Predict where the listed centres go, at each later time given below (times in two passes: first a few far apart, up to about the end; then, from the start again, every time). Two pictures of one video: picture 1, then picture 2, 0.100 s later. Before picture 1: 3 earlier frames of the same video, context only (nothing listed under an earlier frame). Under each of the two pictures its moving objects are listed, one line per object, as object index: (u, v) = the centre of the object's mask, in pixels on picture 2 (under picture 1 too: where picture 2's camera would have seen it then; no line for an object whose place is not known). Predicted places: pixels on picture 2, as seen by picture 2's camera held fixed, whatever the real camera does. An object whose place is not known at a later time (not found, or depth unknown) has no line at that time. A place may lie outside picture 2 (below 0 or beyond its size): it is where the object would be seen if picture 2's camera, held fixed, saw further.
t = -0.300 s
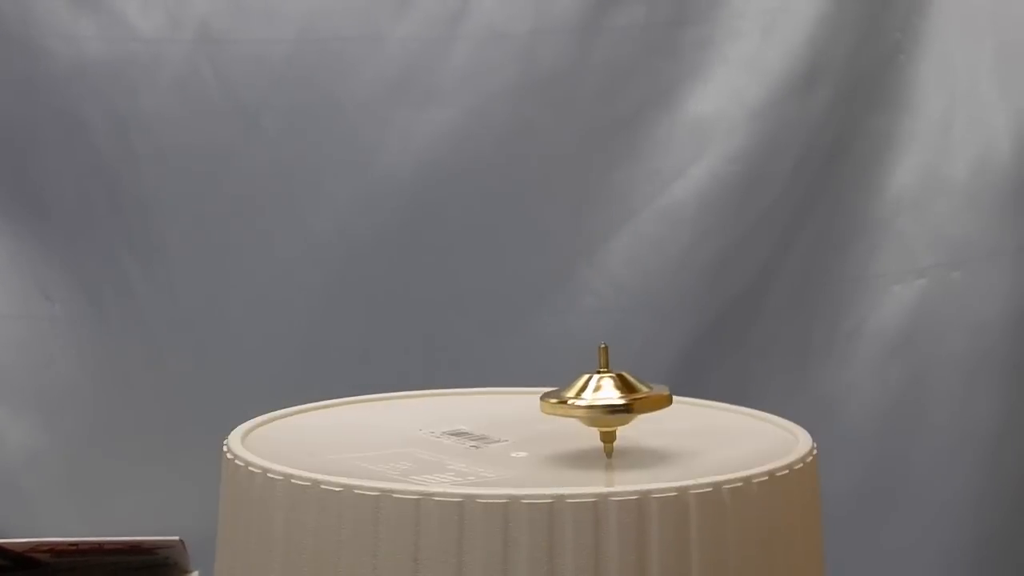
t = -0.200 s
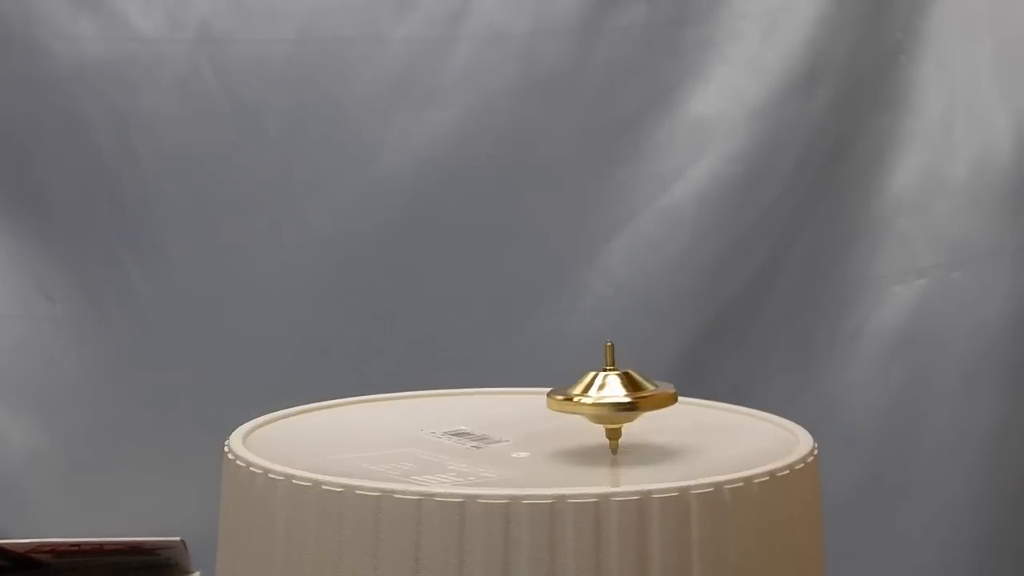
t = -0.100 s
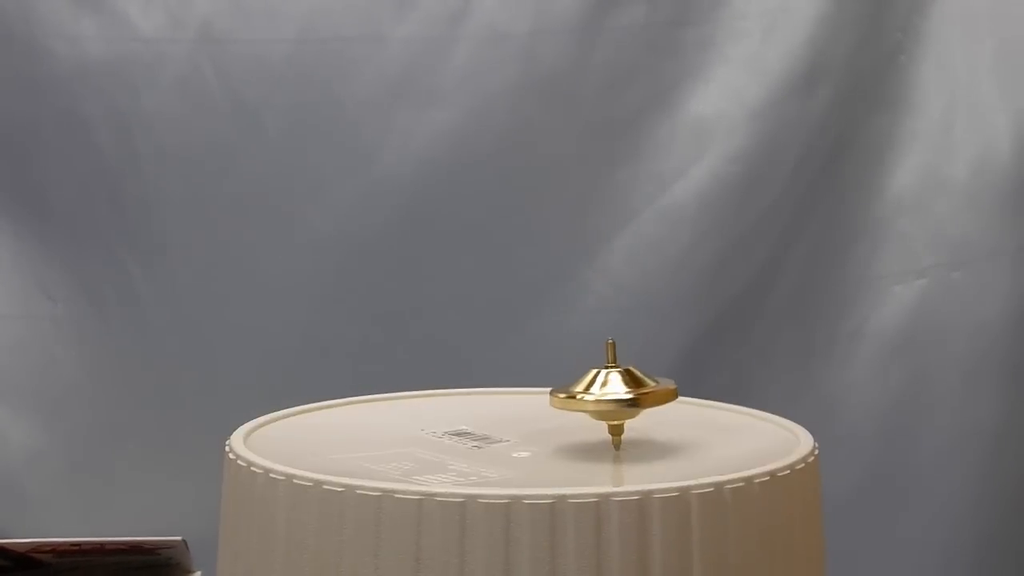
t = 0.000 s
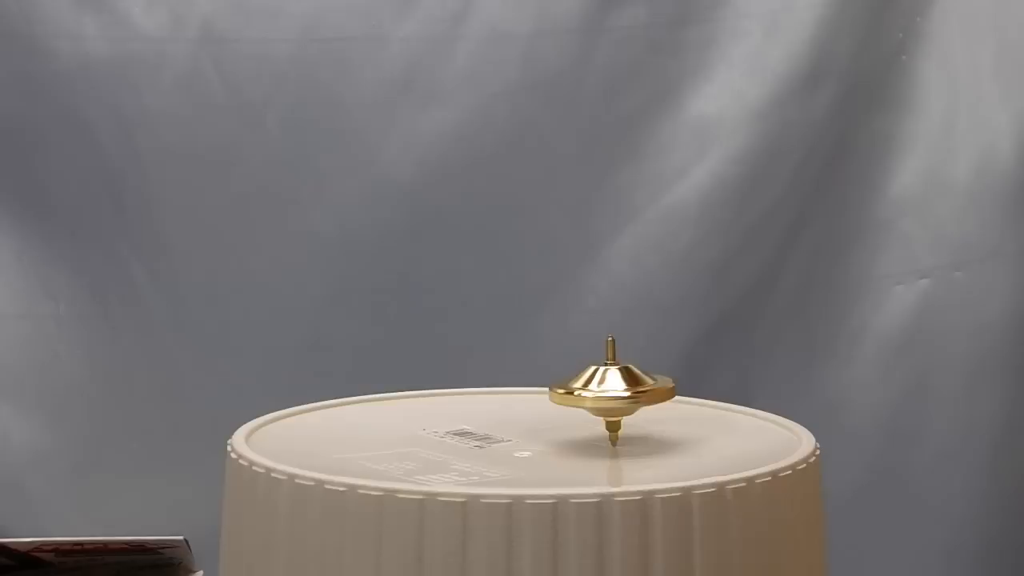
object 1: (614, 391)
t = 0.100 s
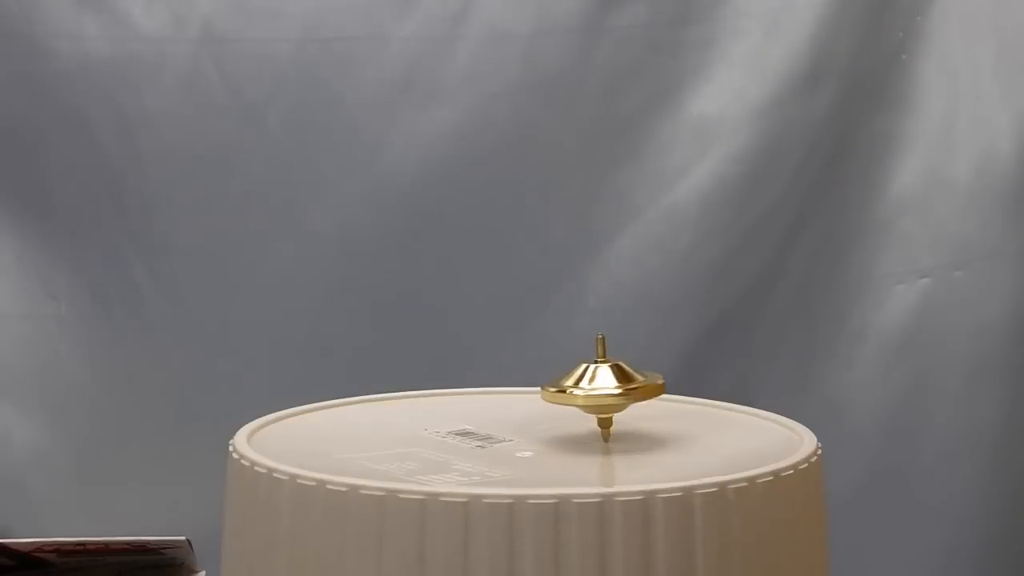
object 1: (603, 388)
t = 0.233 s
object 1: (589, 386)
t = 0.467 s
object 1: (557, 382)
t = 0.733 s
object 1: (514, 375)
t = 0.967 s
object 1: (483, 377)
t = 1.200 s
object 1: (487, 378)
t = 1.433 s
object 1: (517, 384)
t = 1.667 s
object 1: (552, 395)
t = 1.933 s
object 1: (536, 401)
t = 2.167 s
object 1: (546, 399)
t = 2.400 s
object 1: (550, 396)
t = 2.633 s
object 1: (542, 394)
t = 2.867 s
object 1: (522, 393)
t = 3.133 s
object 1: (506, 394)
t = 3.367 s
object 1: (498, 395)
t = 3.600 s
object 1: (498, 397)
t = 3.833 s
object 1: (502, 399)
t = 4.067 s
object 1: (520, 401)
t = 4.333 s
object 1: (538, 400)
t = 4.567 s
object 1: (550, 398)
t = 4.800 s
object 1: (545, 395)
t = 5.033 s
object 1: (527, 393)
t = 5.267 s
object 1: (511, 393)
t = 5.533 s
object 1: (500, 395)
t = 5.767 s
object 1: (498, 397)
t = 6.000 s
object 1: (502, 399)
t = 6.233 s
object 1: (523, 401)
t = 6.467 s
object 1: (539, 400)
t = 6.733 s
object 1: (550, 396)
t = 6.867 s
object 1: (547, 395)
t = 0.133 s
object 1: (599, 388)
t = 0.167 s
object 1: (595, 388)
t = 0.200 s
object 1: (592, 387)
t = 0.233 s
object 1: (589, 386)
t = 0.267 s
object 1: (584, 386)
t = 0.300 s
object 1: (581, 385)
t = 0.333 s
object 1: (576, 384)
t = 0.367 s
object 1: (572, 384)
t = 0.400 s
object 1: (567, 383)
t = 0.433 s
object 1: (562, 382)
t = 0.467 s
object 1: (557, 382)
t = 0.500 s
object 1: (552, 381)
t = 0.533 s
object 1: (545, 379)
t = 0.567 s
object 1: (537, 378)
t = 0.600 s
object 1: (532, 376)
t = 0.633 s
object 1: (529, 376)
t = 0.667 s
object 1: (524, 376)
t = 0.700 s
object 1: (519, 375)
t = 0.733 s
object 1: (514, 375)
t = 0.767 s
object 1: (509, 375)
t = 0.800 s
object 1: (504, 375)
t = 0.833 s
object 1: (499, 375)
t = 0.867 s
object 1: (495, 376)
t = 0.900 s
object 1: (491, 376)
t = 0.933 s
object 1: (487, 376)
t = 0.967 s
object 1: (483, 377)
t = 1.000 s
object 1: (482, 377)
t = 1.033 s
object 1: (482, 377)
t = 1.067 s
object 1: (482, 377)
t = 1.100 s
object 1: (482, 377)
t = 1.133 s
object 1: (482, 377)
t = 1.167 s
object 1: (485, 378)
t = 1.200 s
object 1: (487, 378)
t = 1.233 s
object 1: (491, 379)
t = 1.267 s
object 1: (493, 379)
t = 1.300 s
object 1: (498, 380)
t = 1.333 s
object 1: (502, 381)
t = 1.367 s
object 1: (506, 381)
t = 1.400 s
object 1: (511, 383)
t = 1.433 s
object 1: (517, 384)
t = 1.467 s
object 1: (522, 385)
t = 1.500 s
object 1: (527, 386)
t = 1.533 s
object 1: (532, 387)
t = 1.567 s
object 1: (537, 389)
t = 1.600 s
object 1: (544, 391)
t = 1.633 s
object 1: (549, 392)
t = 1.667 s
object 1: (552, 395)
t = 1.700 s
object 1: (555, 396)
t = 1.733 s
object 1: (554, 398)
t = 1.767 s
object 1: (548, 399)
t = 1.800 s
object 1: (543, 400)
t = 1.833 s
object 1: (538, 400)
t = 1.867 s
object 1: (536, 401)
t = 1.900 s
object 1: (535, 400)
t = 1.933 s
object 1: (536, 401)
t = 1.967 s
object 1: (536, 400)
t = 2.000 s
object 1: (538, 400)
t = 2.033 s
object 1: (539, 400)
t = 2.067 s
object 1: (541, 400)
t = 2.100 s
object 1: (543, 400)
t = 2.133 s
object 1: (544, 400)
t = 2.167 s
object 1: (546, 399)
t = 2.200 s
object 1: (547, 399)
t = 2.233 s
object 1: (548, 398)
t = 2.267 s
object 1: (549, 398)
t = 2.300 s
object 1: (550, 398)
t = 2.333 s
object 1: (550, 397)
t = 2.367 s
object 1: (550, 397)
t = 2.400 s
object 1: (550, 396)
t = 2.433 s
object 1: (550, 396)
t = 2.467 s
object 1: (549, 396)
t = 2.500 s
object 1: (548, 396)
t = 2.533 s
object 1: (547, 395)
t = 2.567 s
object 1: (545, 395)
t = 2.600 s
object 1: (543, 395)
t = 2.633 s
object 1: (542, 394)
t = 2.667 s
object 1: (539, 394)
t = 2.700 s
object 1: (537, 394)
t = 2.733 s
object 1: (535, 394)
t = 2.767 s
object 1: (532, 393)
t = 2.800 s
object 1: (529, 393)
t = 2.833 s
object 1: (526, 393)
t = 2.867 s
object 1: (522, 393)
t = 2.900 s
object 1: (519, 393)
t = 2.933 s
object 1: (517, 393)
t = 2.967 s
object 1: (515, 393)
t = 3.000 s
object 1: (512, 393)
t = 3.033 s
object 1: (511, 393)
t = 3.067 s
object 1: (509, 393)
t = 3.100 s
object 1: (508, 393)
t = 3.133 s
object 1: (506, 394)
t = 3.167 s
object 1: (505, 394)
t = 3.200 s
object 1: (503, 394)
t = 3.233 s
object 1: (502, 395)
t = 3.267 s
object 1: (500, 394)
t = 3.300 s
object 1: (500, 395)
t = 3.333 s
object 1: (499, 395)
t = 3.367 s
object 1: (498, 395)
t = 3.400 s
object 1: (498, 396)
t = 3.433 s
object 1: (498, 396)
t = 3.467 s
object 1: (497, 396)
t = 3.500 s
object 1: (497, 396)
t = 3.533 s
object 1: (497, 397)
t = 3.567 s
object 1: (498, 397)
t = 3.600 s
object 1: (498, 397)
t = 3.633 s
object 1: (499, 397)
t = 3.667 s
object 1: (499, 398)
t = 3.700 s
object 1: (499, 398)
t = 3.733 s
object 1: (500, 398)
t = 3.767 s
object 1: (500, 398)
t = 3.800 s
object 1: (501, 399)
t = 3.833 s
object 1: (502, 399)
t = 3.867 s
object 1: (503, 399)
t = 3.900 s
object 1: (505, 400)
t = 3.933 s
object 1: (507, 400)
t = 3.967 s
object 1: (510, 400)
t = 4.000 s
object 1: (512, 400)
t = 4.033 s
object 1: (515, 401)
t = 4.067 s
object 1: (520, 401)
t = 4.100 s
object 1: (525, 401)
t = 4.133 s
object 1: (527, 401)
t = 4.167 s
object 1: (528, 401)
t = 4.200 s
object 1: (529, 401)
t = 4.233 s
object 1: (530, 401)
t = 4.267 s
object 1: (533, 401)
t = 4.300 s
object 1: (535, 401)
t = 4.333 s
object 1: (538, 400)
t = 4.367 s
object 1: (540, 400)
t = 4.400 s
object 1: (542, 400)
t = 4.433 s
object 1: (545, 399)
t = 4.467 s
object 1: (547, 399)
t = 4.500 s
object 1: (549, 399)
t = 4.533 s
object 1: (550, 398)
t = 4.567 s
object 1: (550, 398)
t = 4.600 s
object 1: (550, 397)
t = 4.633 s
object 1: (550, 397)
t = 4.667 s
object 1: (550, 397)
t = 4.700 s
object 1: (549, 396)
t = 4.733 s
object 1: (548, 396)
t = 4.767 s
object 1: (547, 395)
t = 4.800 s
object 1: (545, 395)
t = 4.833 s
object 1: (544, 394)
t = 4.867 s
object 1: (543, 394)
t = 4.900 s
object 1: (540, 394)
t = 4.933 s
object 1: (537, 394)
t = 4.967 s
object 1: (533, 393)
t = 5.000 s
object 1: (531, 393)
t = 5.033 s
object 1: (527, 393)
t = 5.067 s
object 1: (524, 393)
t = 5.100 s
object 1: (521, 393)
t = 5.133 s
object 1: (518, 393)
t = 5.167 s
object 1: (516, 393)
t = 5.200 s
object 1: (514, 393)
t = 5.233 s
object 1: (512, 393)
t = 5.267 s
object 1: (511, 393)
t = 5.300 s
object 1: (509, 393)
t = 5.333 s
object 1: (508, 393)
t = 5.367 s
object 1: (506, 394)
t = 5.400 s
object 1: (504, 394)
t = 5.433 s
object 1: (503, 394)
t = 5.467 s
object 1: (502, 395)
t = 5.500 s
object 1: (499, 395)
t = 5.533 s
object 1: (500, 395)
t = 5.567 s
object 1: (499, 395)
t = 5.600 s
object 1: (498, 396)
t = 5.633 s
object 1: (498, 396)
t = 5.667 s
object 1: (498, 396)
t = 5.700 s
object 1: (497, 397)
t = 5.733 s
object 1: (498, 397)
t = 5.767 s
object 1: (498, 397)
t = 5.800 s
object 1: (498, 398)
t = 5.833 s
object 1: (499, 398)
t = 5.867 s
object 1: (499, 398)
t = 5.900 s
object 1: (500, 398)
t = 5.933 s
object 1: (501, 398)
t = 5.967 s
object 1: (501, 399)
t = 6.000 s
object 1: (502, 399)
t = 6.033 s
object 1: (504, 399)
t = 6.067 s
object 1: (506, 400)
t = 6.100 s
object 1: (509, 400)
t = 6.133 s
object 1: (512, 400)
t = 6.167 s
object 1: (515, 400)
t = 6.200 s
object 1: (518, 400)
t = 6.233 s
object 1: (523, 401)
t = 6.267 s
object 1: (526, 400)
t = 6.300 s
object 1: (529, 401)
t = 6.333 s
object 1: (530, 400)
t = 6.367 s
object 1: (531, 400)
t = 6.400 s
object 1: (533, 400)
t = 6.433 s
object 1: (535, 400)
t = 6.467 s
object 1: (539, 400)
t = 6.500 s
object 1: (540, 399)
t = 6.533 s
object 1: (541, 399)
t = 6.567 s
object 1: (544, 399)
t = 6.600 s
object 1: (545, 398)
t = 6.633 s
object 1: (547, 398)
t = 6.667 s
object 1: (549, 398)
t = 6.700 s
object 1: (551, 397)
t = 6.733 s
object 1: (550, 396)
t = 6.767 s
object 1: (549, 396)
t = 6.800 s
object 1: (549, 396)
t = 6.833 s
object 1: (548, 396)
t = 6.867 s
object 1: (547, 395)
